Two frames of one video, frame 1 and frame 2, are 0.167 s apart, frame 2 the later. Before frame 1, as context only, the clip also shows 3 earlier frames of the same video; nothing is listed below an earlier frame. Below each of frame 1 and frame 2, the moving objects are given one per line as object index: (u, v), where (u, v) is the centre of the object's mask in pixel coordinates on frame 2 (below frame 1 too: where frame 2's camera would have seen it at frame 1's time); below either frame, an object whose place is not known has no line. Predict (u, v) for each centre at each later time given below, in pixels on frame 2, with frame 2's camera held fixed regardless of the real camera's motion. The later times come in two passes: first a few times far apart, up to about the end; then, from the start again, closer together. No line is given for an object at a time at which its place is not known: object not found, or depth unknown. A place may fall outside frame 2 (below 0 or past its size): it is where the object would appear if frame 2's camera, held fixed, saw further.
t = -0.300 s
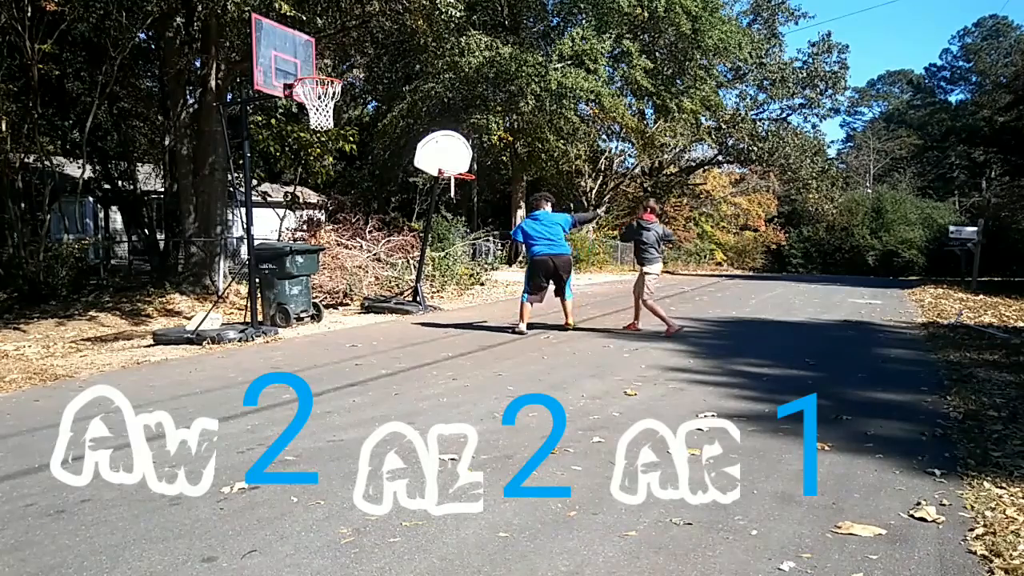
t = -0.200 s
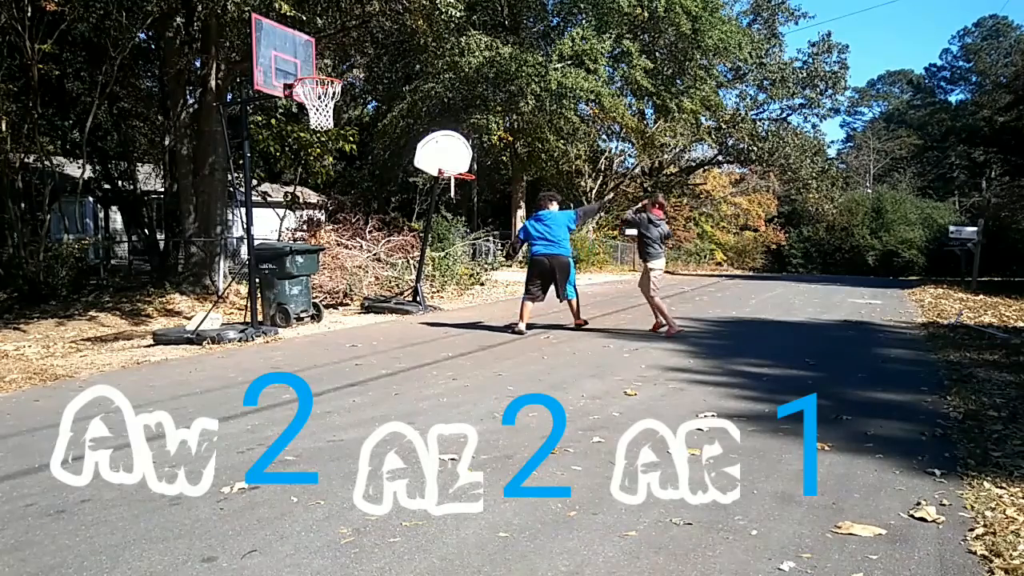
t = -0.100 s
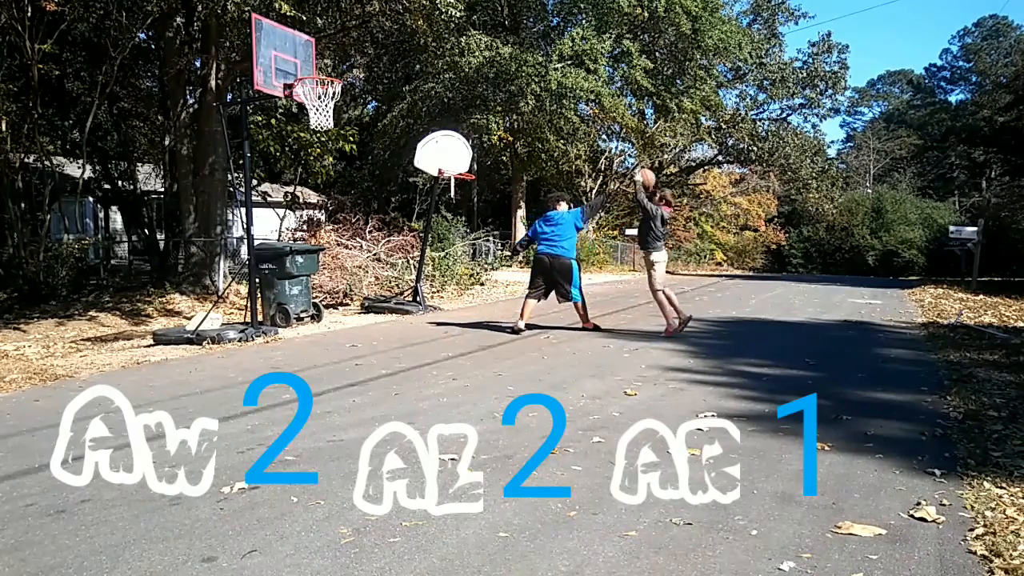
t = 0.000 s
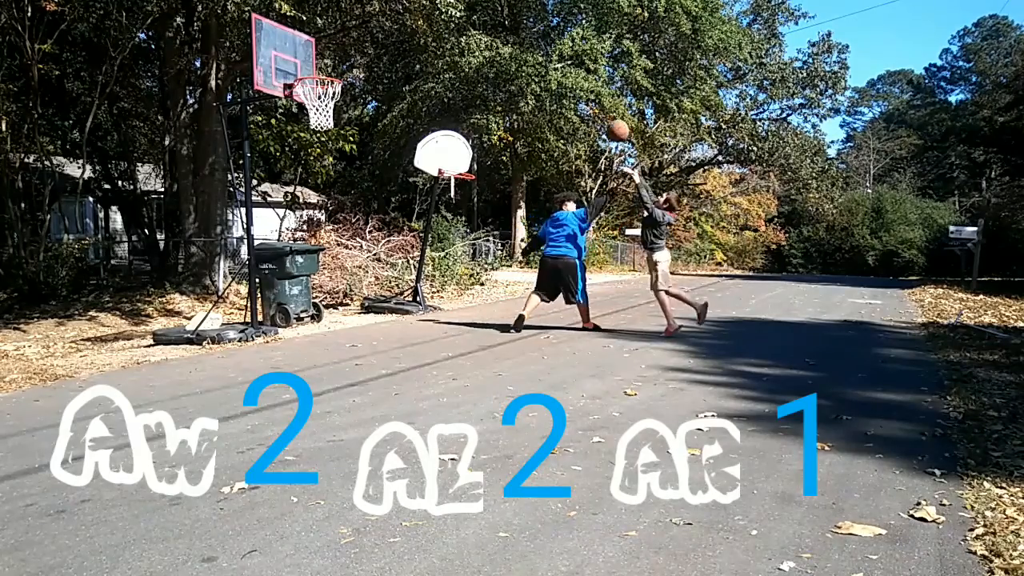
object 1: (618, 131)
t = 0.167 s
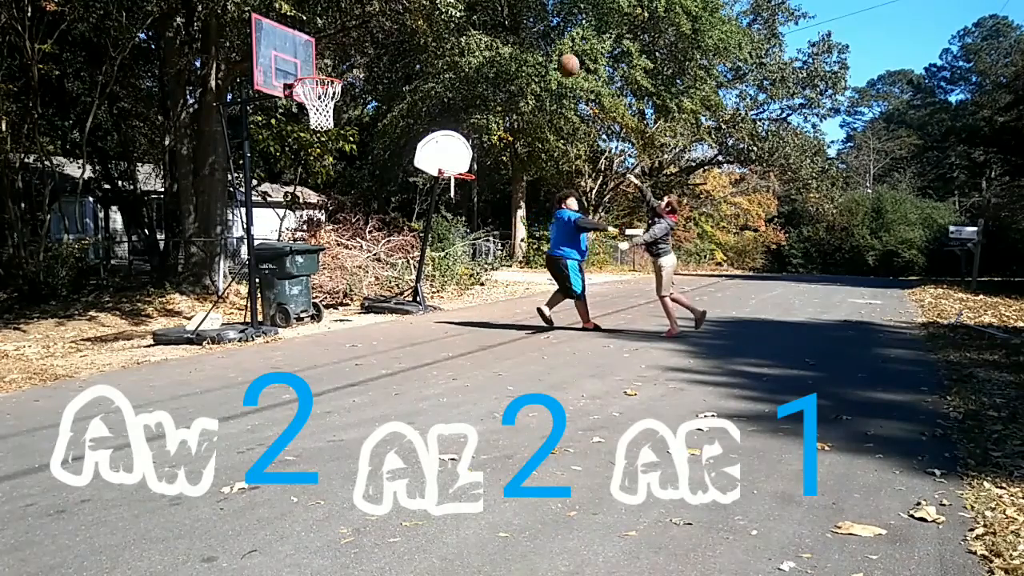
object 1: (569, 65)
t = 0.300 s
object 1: (529, 30)
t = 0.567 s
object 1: (449, 9)
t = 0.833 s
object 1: (370, 54)
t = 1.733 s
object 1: (335, 248)
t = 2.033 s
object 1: (380, 242)
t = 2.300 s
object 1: (415, 288)
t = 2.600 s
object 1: (429, 270)
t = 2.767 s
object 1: (436, 259)
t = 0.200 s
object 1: (559, 54)
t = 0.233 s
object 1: (549, 45)
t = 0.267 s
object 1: (538, 37)
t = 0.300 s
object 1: (529, 30)
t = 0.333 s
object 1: (519, 24)
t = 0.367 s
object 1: (509, 19)
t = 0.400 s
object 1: (499, 14)
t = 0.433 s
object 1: (490, 12)
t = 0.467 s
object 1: (479, 10)
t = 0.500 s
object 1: (470, 9)
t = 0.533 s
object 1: (459, 9)
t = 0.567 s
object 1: (449, 9)
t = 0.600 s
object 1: (440, 12)
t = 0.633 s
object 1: (429, 14)
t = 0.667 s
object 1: (419, 20)
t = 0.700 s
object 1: (410, 23)
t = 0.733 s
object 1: (399, 29)
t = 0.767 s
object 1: (390, 38)
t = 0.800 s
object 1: (380, 45)
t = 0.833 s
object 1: (370, 54)
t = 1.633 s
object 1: (319, 266)
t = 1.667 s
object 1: (325, 259)
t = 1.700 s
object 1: (330, 253)
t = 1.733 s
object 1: (335, 248)
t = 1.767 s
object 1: (340, 244)
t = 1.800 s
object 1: (345, 241)
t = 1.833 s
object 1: (351, 239)
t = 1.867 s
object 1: (356, 237)
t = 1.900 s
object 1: (361, 236)
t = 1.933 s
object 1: (366, 236)
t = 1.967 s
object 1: (371, 238)
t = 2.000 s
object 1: (375, 239)
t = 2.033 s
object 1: (380, 242)
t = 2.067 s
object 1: (384, 245)
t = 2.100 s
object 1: (389, 249)
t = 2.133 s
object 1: (393, 254)
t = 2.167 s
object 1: (397, 260)
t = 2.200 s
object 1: (402, 266)
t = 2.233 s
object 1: (407, 273)
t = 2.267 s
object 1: (411, 280)
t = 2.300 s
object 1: (415, 288)
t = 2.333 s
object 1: (419, 297)
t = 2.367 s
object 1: (422, 306)
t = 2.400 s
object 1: (423, 302)
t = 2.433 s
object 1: (423, 295)
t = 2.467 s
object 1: (422, 289)
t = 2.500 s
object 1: (423, 283)
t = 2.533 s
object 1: (425, 278)
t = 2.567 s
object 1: (427, 273)
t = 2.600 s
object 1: (429, 270)
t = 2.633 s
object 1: (430, 266)
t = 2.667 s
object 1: (432, 263)
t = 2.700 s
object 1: (433, 261)
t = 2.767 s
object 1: (436, 259)
